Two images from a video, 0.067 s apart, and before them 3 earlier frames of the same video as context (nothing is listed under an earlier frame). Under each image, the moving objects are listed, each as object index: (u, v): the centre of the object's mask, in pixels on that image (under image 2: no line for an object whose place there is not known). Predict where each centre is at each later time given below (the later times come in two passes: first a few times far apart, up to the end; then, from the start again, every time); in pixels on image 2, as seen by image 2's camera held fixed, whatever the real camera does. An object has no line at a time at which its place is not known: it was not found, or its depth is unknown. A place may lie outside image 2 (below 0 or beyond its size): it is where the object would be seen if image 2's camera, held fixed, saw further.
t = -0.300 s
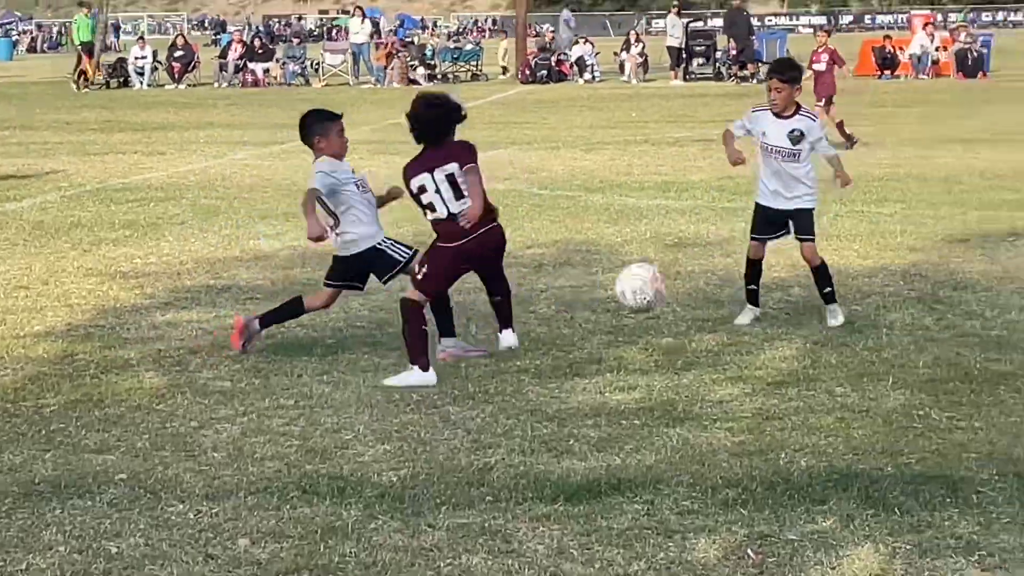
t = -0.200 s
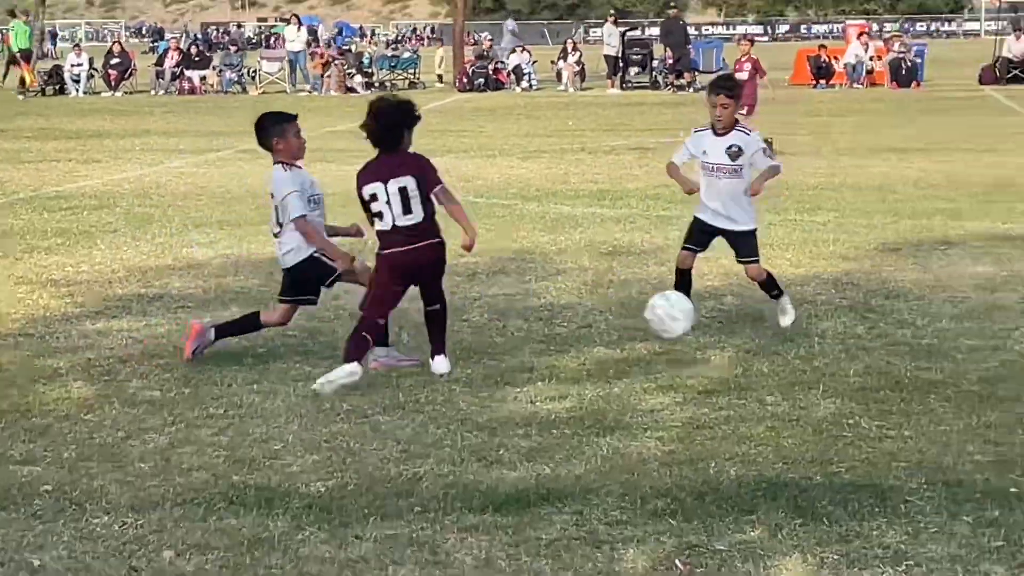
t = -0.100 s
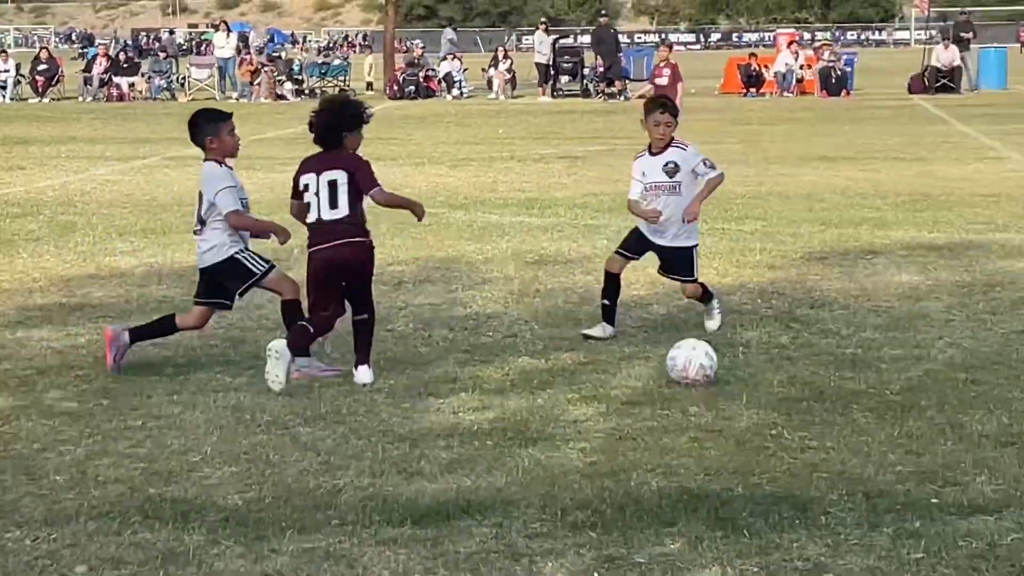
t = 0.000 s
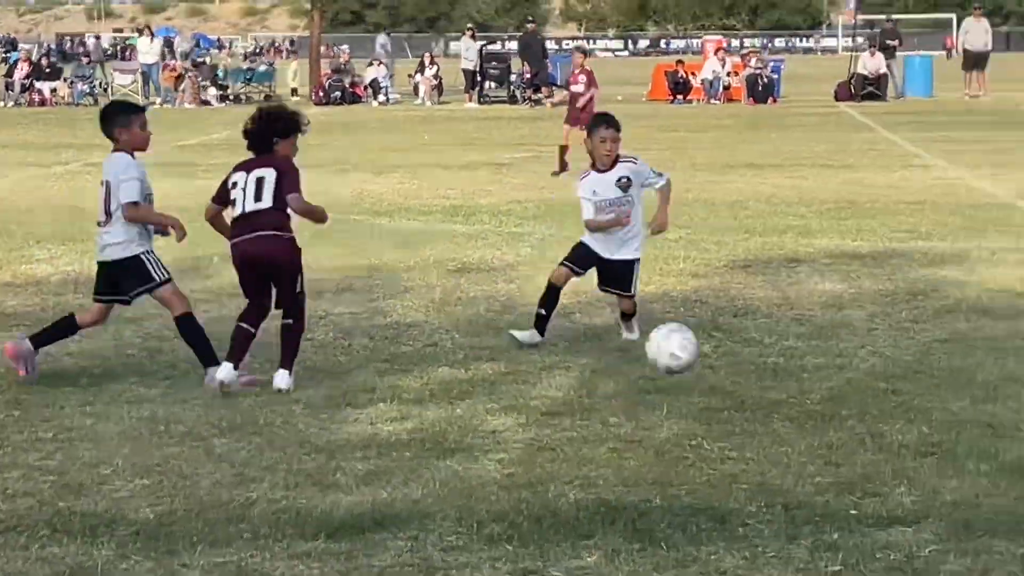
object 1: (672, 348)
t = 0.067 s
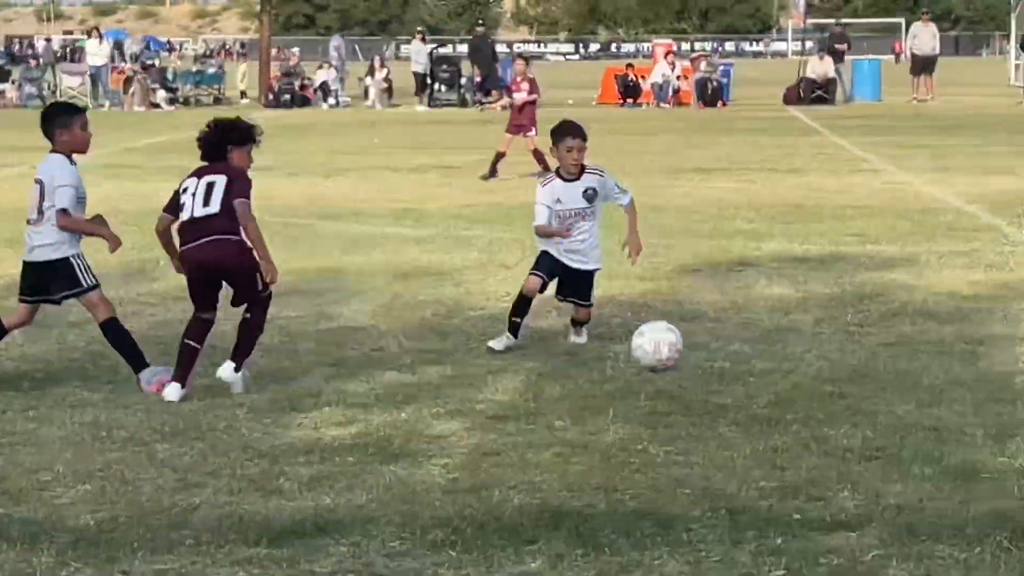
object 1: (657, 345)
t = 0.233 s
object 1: (752, 381)
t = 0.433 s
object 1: (895, 382)
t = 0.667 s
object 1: (1068, 384)
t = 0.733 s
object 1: (1118, 388)
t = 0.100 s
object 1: (677, 347)
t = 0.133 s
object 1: (696, 352)
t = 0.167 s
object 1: (715, 360)
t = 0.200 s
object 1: (733, 369)
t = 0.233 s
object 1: (752, 381)
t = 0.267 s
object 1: (777, 379)
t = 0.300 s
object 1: (801, 378)
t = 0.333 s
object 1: (824, 378)
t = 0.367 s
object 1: (847, 382)
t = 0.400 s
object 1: (871, 383)
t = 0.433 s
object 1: (895, 382)
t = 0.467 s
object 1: (919, 382)
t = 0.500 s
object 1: (944, 385)
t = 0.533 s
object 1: (968, 382)
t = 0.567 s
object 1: (993, 382)
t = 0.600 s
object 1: (1016, 383)
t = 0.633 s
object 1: (1040, 385)
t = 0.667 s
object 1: (1068, 384)
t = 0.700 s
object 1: (1093, 387)
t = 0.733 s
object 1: (1118, 388)
